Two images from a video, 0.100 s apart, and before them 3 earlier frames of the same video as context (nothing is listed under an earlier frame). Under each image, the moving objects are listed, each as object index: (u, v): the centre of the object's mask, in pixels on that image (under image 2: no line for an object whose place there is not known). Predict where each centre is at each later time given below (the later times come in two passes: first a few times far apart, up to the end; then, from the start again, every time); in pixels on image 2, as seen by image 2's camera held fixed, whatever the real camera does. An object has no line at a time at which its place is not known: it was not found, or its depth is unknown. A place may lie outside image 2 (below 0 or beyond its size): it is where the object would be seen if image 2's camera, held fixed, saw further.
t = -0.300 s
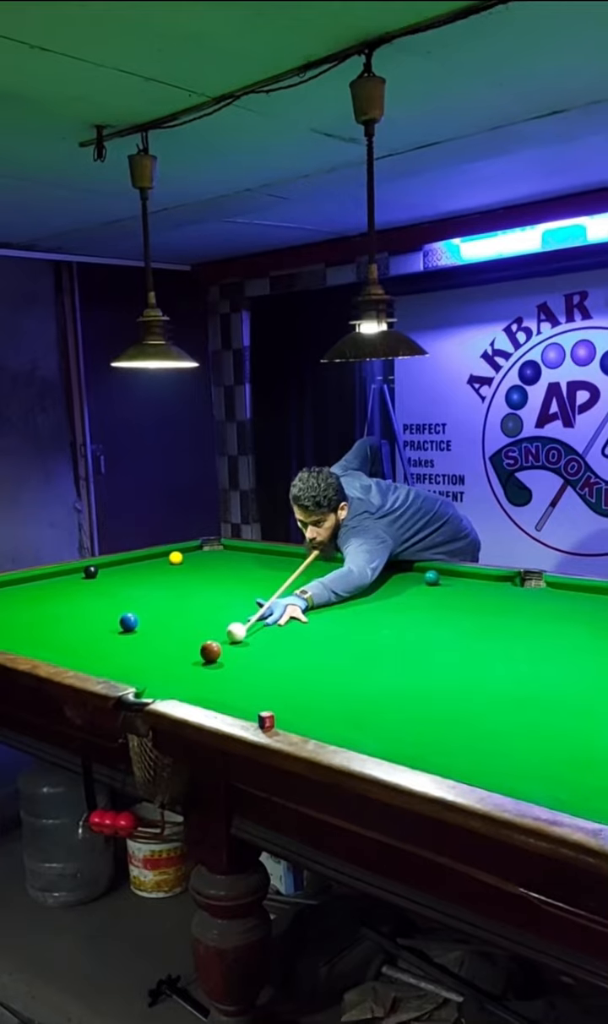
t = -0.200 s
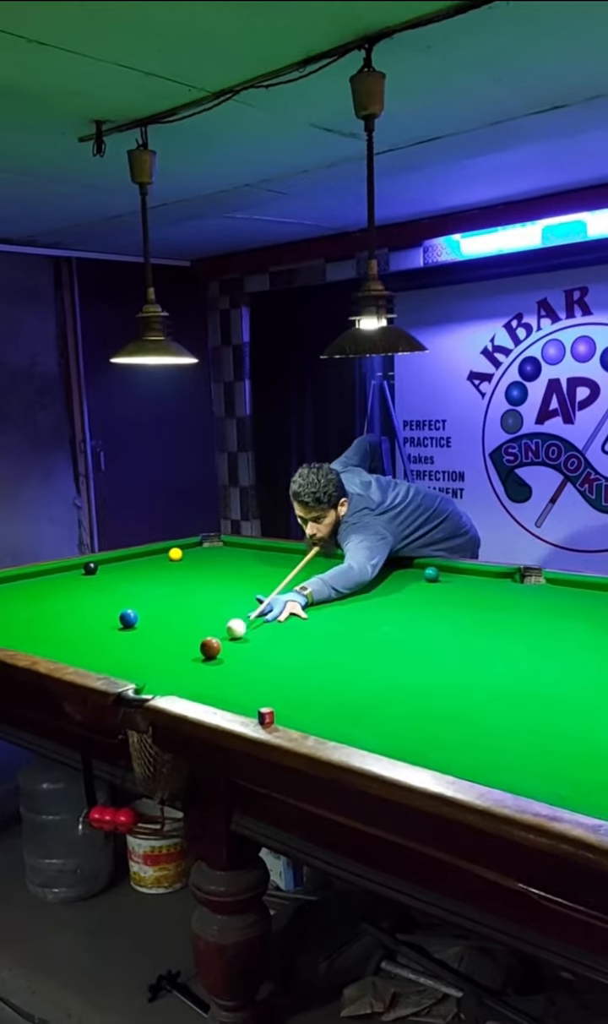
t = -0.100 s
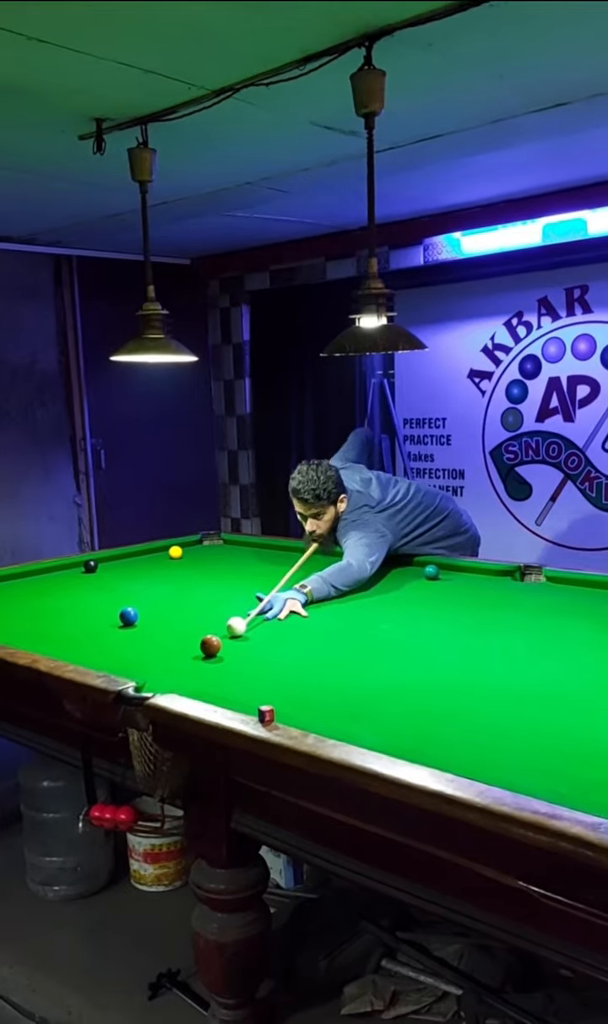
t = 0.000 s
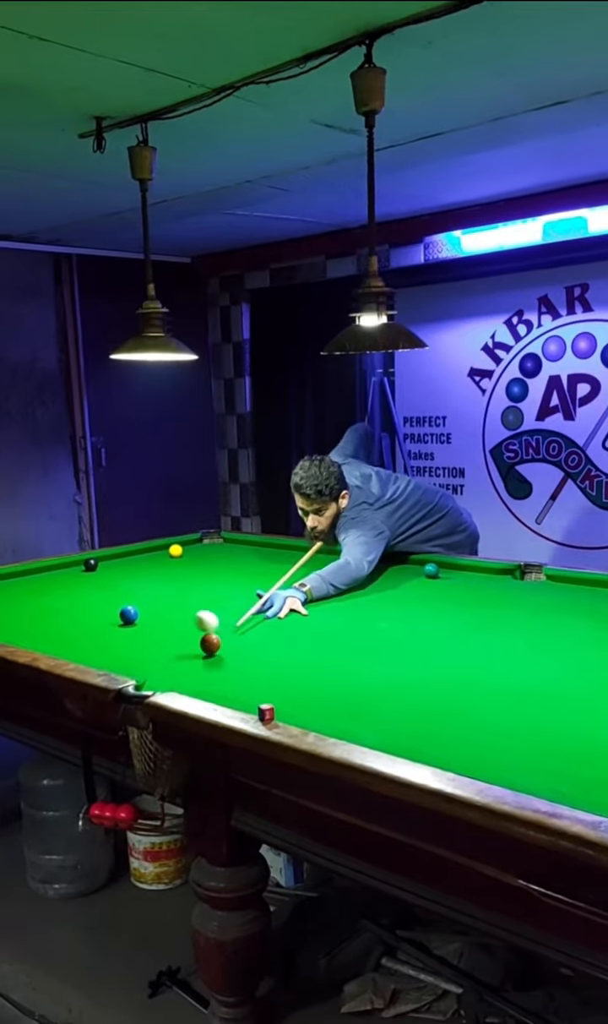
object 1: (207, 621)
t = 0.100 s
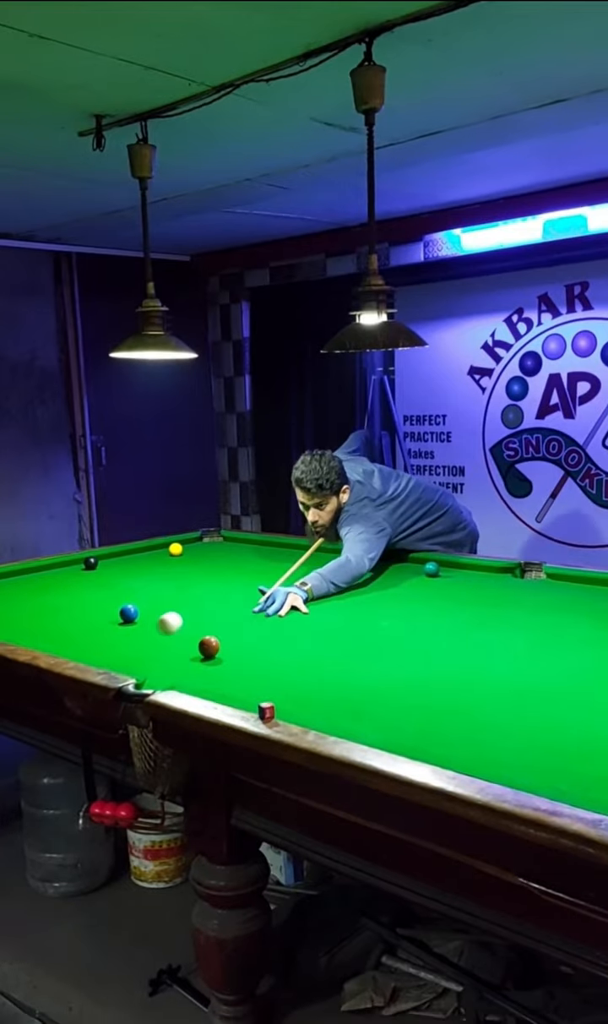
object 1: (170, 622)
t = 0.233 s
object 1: (128, 648)
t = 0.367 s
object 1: (107, 680)
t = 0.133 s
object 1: (157, 633)
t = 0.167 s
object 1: (143, 650)
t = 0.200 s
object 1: (133, 653)
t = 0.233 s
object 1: (128, 648)
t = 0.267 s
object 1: (123, 648)
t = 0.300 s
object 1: (118, 652)
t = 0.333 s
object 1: (113, 662)
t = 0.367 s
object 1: (107, 680)
